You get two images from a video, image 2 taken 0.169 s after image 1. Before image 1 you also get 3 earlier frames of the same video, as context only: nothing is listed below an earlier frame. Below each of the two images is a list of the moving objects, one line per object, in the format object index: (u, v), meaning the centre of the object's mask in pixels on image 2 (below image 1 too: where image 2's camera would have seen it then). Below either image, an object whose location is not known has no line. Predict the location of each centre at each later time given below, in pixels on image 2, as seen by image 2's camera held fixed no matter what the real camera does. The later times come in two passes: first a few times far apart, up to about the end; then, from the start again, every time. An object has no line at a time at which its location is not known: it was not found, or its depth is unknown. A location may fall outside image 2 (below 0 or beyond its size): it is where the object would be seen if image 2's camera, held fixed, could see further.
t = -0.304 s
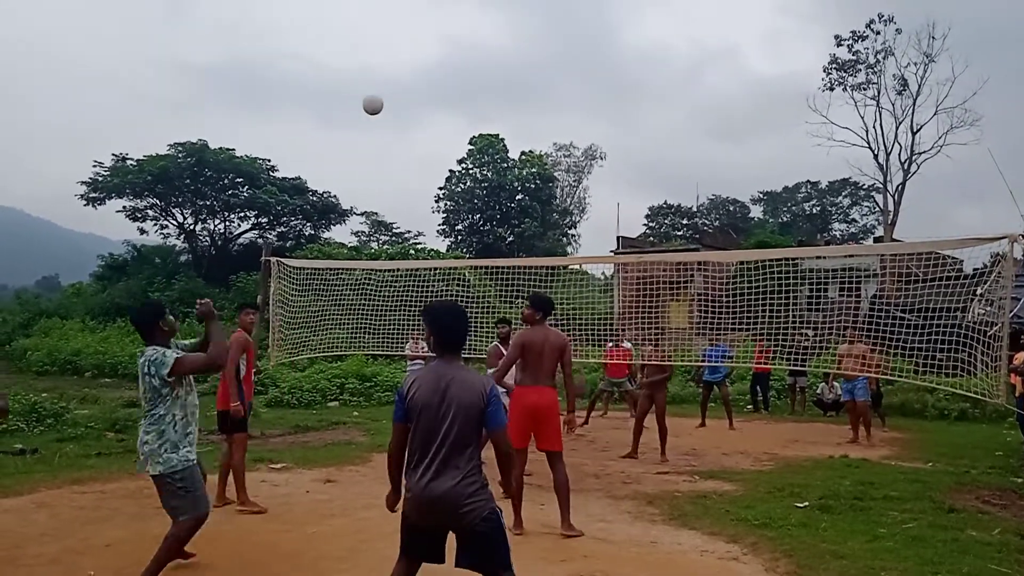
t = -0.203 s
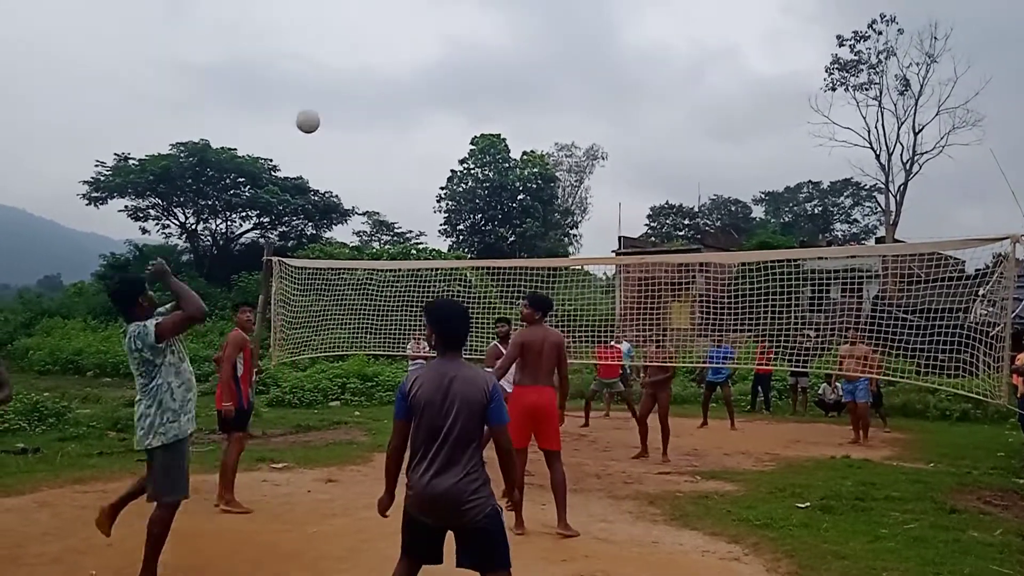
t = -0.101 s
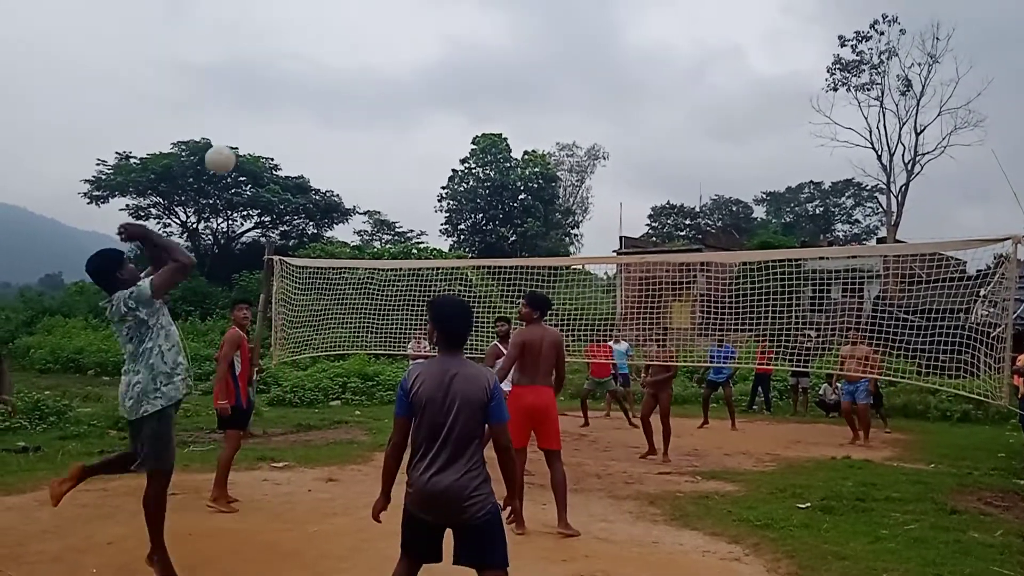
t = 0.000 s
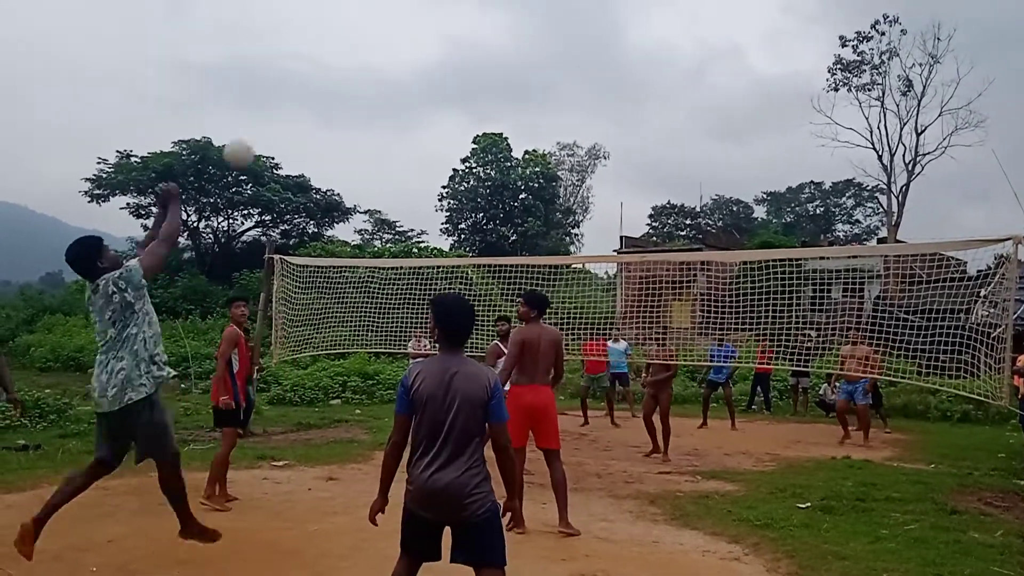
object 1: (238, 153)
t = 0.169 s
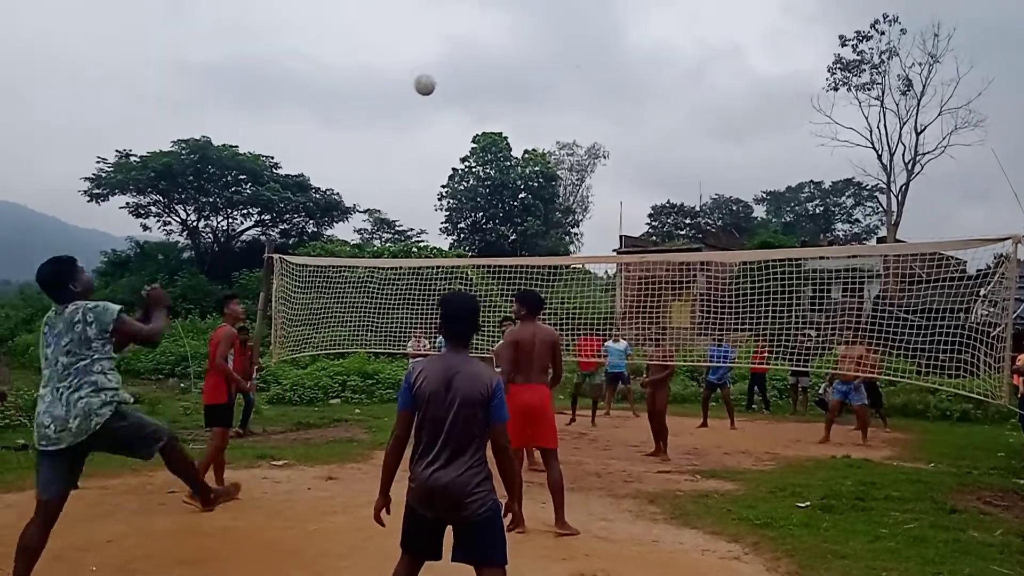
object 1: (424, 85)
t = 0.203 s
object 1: (453, 78)
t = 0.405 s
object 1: (584, 73)
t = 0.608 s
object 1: (674, 105)
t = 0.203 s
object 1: (453, 78)
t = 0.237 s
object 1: (478, 73)
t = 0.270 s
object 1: (502, 71)
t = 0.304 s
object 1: (525, 70)
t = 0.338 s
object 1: (546, 69)
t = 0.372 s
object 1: (565, 71)
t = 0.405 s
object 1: (584, 73)
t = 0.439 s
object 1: (602, 76)
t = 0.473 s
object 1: (618, 80)
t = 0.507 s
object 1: (633, 85)
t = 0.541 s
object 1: (648, 91)
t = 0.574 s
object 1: (661, 98)
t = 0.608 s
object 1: (674, 105)
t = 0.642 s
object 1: (686, 112)
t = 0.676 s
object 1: (698, 121)
